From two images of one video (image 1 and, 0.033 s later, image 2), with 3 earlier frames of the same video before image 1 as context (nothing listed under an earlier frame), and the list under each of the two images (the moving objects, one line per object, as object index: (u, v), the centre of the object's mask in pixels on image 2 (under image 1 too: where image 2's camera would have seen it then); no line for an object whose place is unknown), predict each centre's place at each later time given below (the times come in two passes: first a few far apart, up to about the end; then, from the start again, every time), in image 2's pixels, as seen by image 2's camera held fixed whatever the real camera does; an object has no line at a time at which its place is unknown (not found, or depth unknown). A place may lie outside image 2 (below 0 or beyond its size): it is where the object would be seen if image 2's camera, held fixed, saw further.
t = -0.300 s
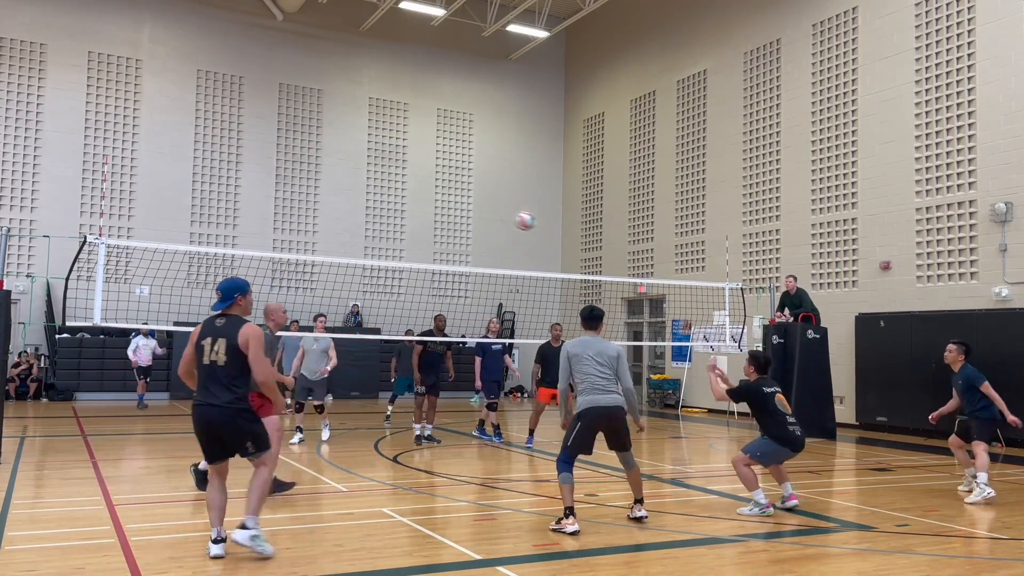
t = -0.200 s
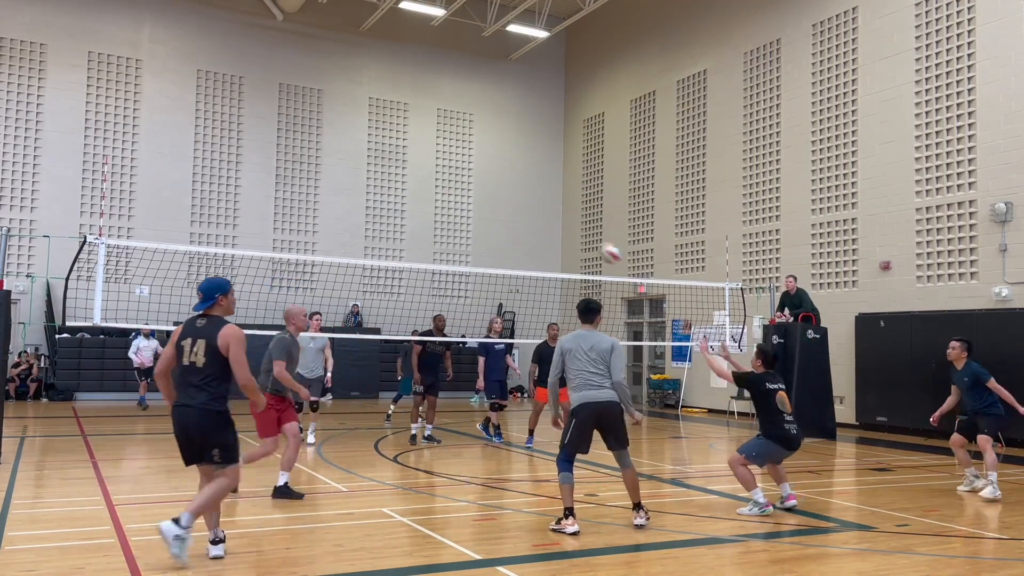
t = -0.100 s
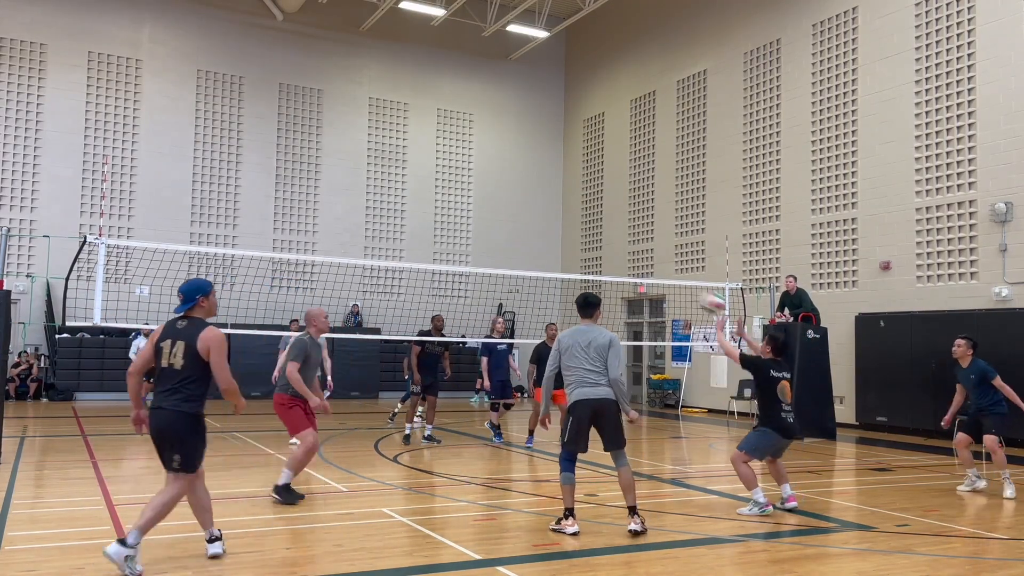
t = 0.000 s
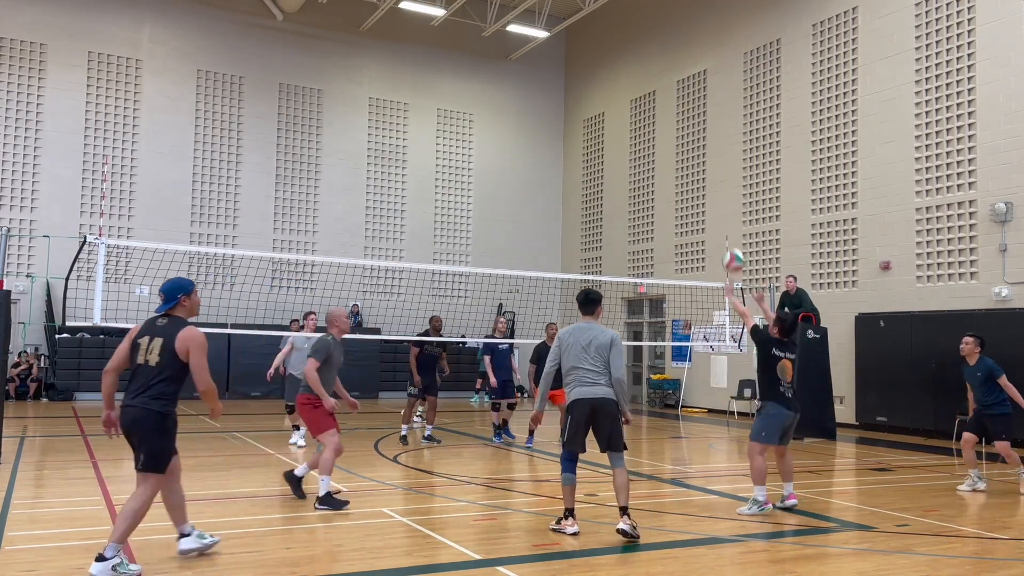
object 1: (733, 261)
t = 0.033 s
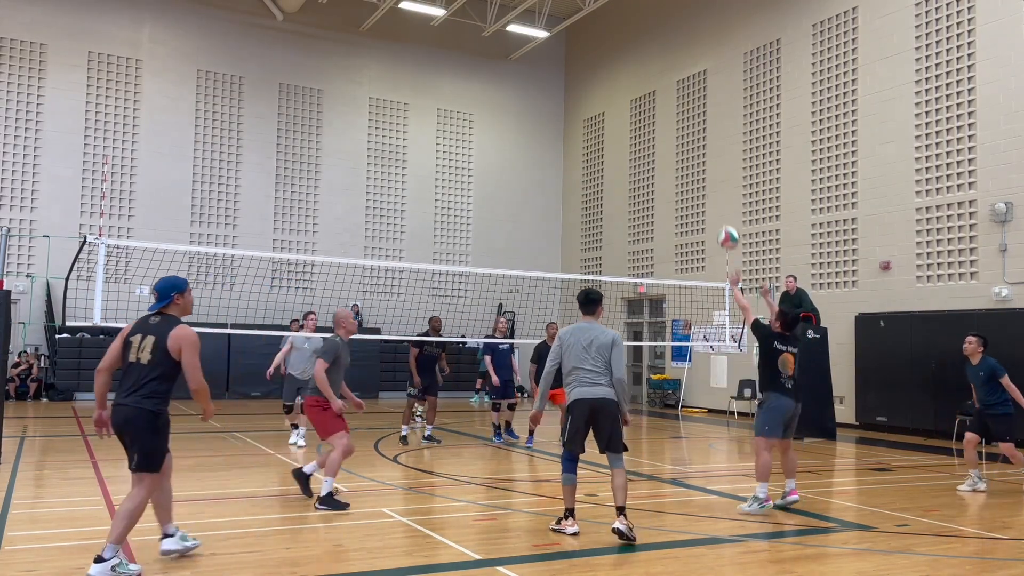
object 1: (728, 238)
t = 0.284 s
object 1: (694, 117)
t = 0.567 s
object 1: (660, 70)
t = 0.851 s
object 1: (631, 94)
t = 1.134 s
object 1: (604, 175)
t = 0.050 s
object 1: (726, 226)
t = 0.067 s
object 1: (723, 215)
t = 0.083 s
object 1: (721, 205)
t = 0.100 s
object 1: (718, 196)
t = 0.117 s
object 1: (717, 187)
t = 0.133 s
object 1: (714, 178)
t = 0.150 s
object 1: (712, 170)
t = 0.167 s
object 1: (709, 162)
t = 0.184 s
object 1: (707, 155)
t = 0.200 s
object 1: (705, 148)
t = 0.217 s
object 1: (703, 141)
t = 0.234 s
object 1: (700, 135)
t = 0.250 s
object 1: (699, 129)
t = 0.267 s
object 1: (696, 122)
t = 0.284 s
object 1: (694, 117)
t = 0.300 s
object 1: (692, 112)
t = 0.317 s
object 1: (690, 107)
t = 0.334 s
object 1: (688, 102)
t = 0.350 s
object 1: (686, 99)
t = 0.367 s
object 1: (683, 94)
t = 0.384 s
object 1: (681, 91)
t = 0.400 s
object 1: (679, 88)
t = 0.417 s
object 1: (677, 85)
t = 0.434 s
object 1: (676, 83)
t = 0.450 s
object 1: (674, 80)
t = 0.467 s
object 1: (672, 78)
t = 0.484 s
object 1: (670, 76)
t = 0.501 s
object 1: (668, 74)
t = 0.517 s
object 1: (666, 73)
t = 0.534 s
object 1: (664, 72)
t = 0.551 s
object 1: (662, 71)
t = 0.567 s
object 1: (660, 70)
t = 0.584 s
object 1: (658, 70)
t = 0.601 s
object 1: (657, 70)
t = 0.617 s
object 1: (655, 70)
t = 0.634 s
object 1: (653, 71)
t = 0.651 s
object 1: (651, 71)
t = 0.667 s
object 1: (649, 71)
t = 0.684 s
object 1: (648, 73)
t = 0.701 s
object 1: (646, 74)
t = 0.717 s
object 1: (644, 75)
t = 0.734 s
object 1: (643, 77)
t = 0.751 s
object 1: (641, 79)
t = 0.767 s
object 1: (639, 81)
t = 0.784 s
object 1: (638, 83)
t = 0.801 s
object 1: (636, 86)
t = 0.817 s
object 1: (634, 89)
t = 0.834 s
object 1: (632, 91)
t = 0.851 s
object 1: (631, 94)
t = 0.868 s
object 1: (630, 98)
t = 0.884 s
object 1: (628, 101)
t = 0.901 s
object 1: (626, 105)
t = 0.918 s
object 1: (625, 109)
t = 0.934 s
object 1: (623, 113)
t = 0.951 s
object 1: (621, 118)
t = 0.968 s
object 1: (619, 122)
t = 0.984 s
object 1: (618, 126)
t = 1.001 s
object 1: (616, 131)
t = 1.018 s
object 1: (615, 136)
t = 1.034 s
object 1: (614, 142)
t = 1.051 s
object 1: (612, 147)
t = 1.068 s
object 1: (610, 152)
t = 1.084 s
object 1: (609, 157)
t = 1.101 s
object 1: (607, 163)
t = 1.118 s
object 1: (606, 169)
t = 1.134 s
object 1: (604, 175)
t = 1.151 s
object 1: (603, 182)
